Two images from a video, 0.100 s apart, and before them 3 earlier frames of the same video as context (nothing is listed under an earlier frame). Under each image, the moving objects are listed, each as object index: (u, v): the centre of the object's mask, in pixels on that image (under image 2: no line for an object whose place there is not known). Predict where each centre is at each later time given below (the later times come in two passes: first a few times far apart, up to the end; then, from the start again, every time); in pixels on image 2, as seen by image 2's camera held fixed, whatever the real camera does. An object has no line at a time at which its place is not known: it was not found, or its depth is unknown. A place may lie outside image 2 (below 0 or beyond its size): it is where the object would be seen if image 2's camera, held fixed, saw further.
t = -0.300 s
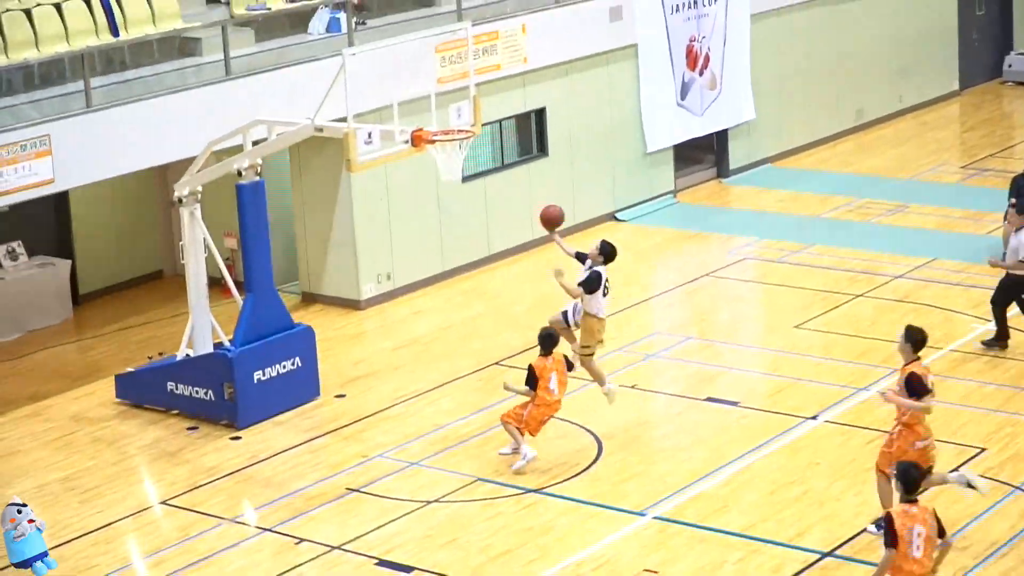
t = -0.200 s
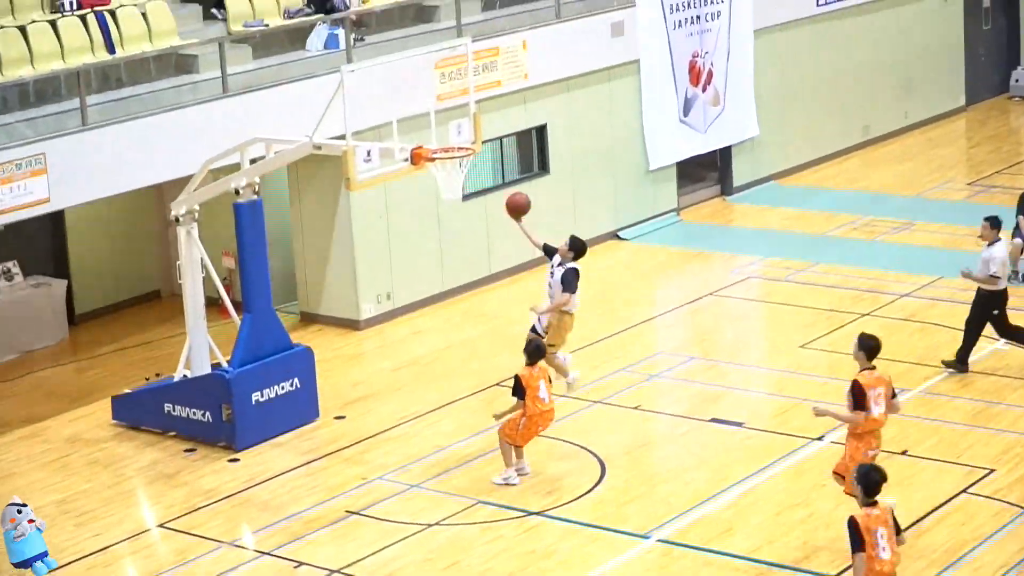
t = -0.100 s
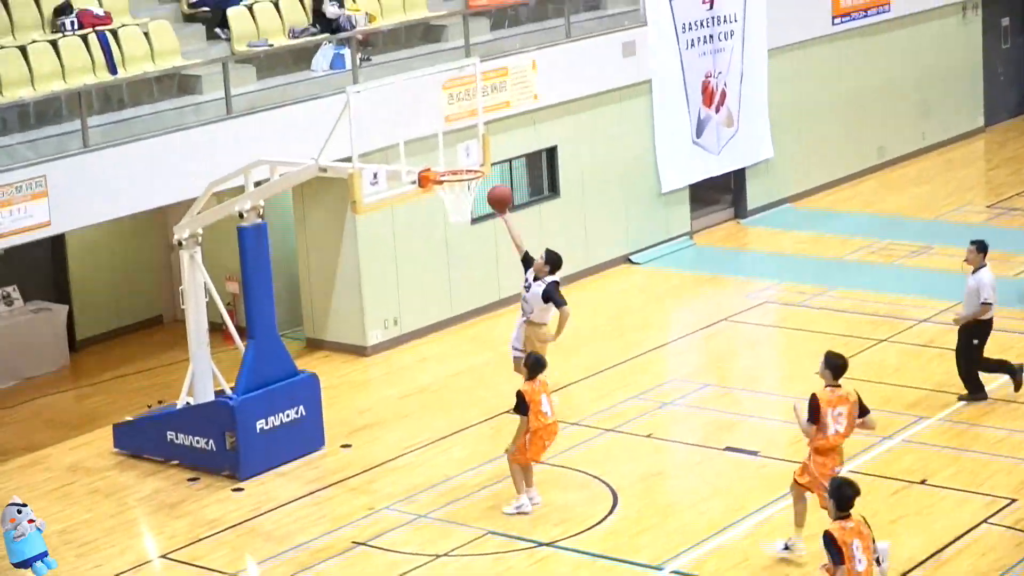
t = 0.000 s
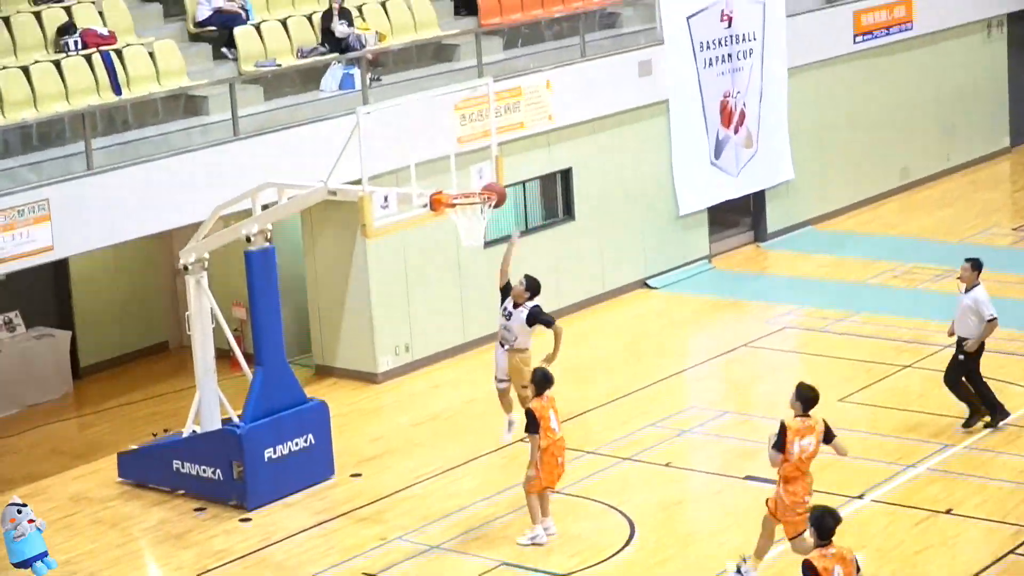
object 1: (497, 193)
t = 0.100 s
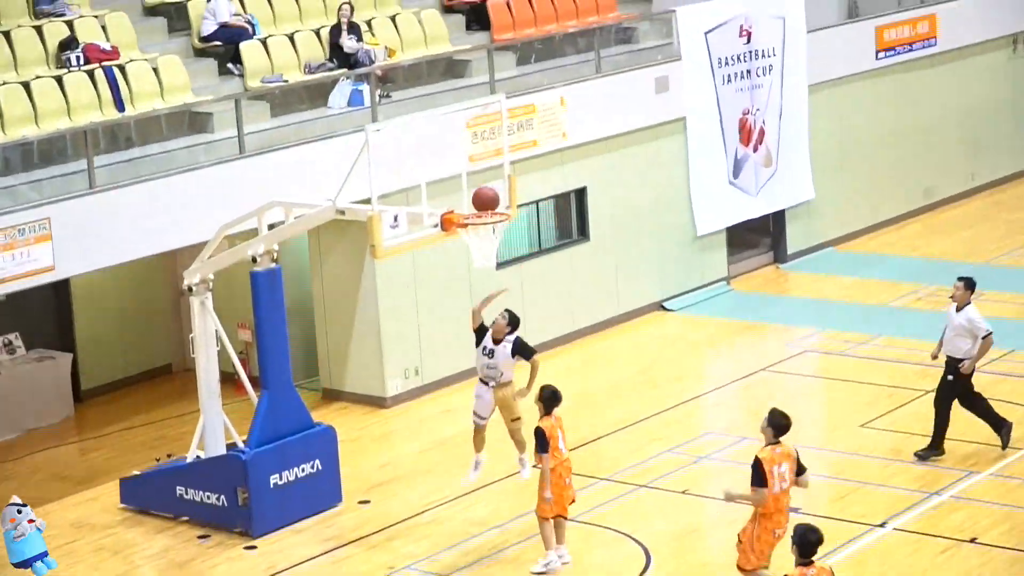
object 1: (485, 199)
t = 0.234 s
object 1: (467, 194)
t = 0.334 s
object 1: (468, 199)
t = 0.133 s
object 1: (479, 197)
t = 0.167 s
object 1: (473, 196)
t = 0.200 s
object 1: (467, 195)
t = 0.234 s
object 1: (467, 194)
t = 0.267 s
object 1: (467, 195)
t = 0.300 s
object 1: (468, 196)
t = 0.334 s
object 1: (468, 199)
